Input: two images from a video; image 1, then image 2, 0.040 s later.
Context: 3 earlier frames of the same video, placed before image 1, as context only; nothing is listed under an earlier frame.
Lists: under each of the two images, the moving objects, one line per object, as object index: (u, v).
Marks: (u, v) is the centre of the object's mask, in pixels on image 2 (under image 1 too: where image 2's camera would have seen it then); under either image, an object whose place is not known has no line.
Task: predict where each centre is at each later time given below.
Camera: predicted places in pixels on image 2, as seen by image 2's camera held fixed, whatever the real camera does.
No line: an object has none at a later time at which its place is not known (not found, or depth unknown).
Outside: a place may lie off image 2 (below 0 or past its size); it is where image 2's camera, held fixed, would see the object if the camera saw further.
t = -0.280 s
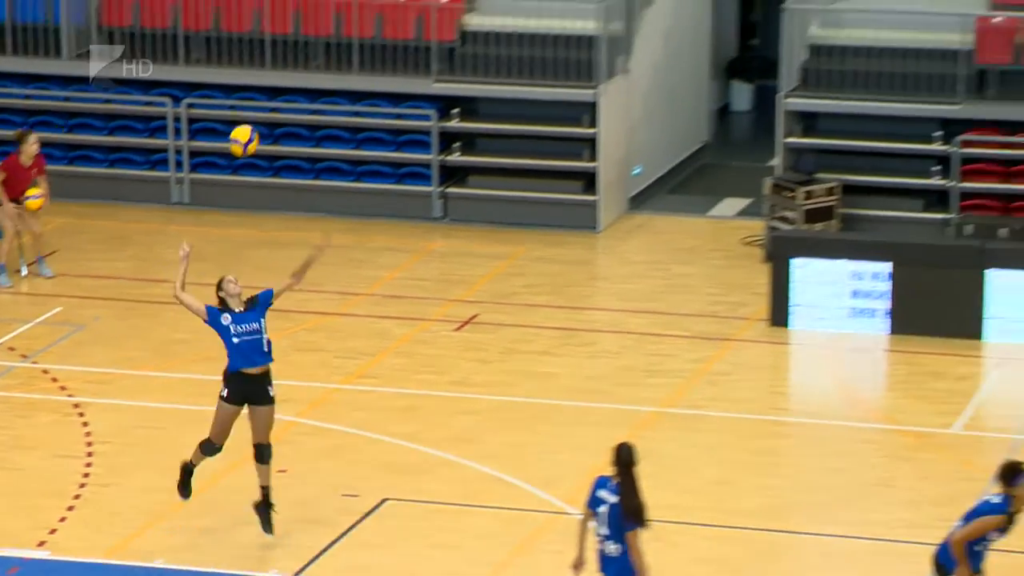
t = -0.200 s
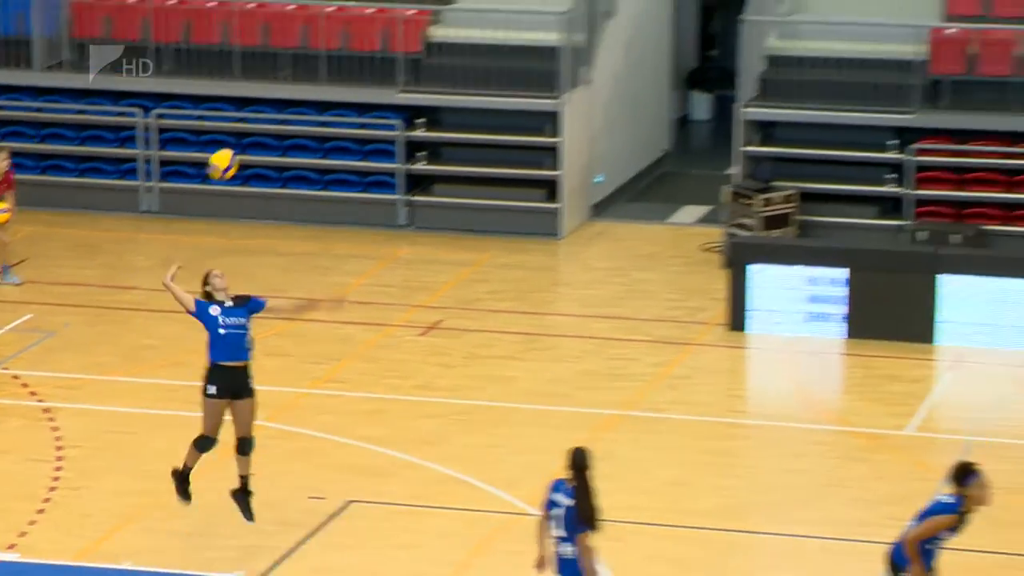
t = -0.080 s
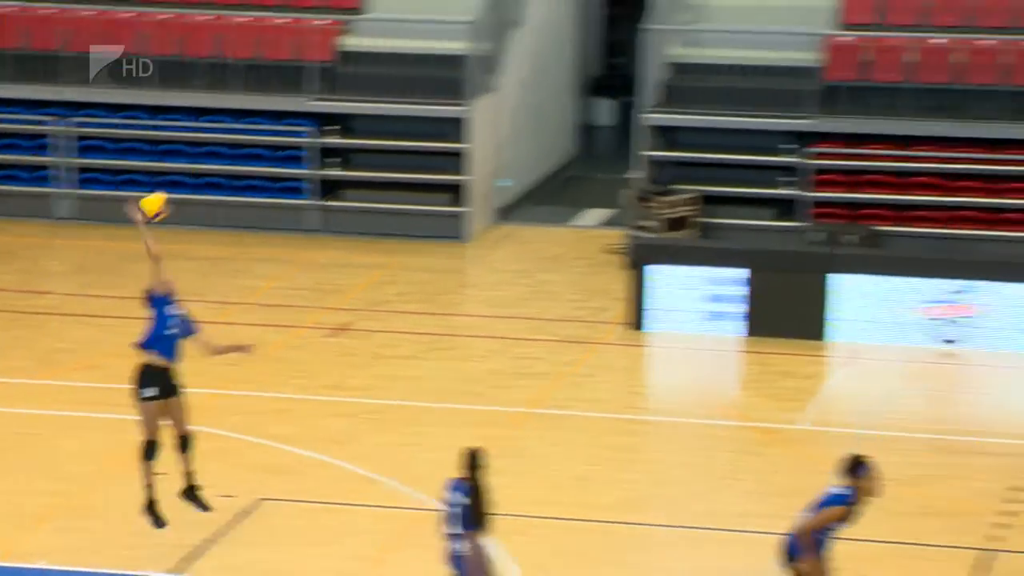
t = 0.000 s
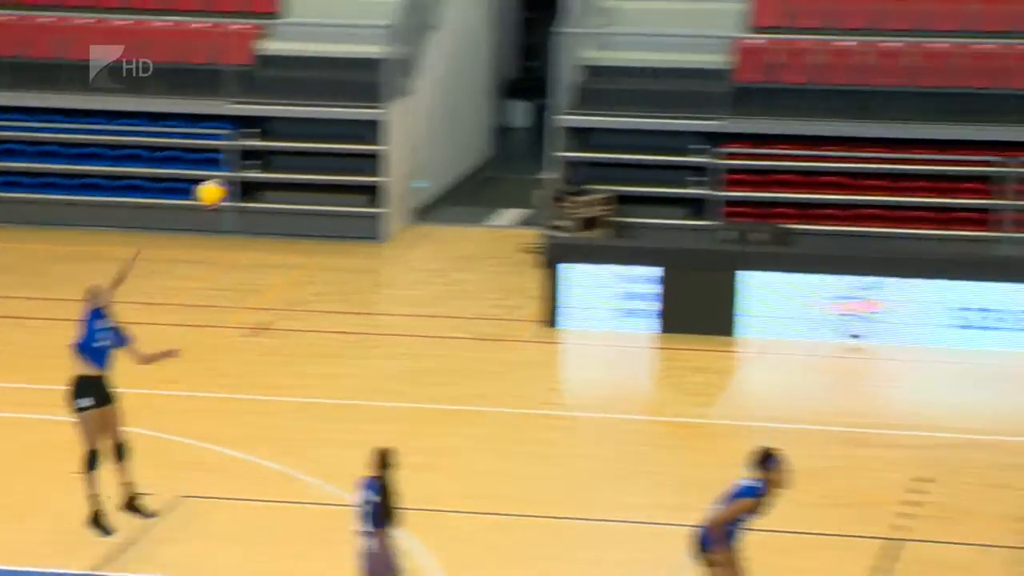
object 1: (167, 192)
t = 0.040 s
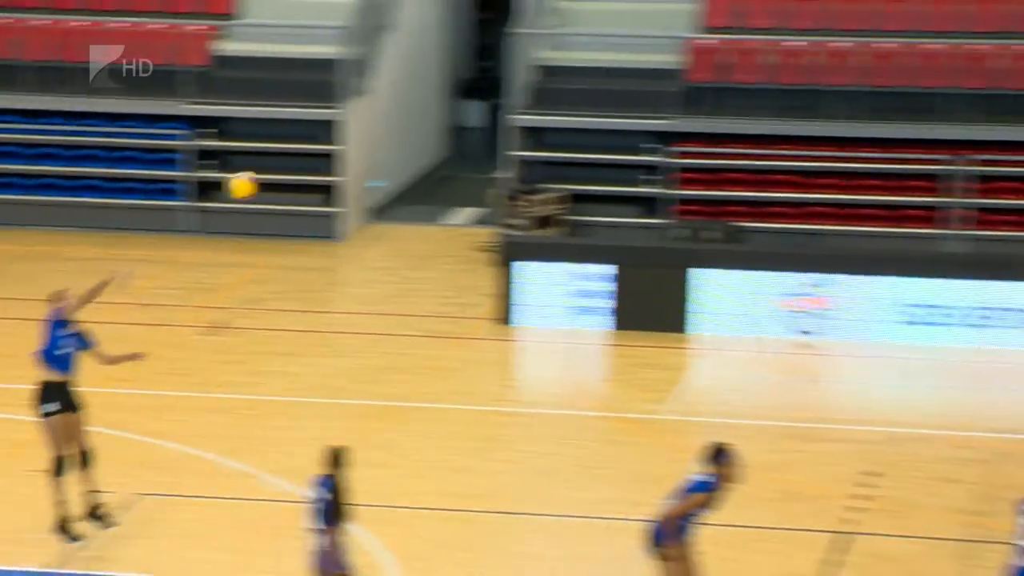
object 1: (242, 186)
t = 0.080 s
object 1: (317, 180)
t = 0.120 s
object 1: (394, 177)
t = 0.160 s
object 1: (469, 176)
